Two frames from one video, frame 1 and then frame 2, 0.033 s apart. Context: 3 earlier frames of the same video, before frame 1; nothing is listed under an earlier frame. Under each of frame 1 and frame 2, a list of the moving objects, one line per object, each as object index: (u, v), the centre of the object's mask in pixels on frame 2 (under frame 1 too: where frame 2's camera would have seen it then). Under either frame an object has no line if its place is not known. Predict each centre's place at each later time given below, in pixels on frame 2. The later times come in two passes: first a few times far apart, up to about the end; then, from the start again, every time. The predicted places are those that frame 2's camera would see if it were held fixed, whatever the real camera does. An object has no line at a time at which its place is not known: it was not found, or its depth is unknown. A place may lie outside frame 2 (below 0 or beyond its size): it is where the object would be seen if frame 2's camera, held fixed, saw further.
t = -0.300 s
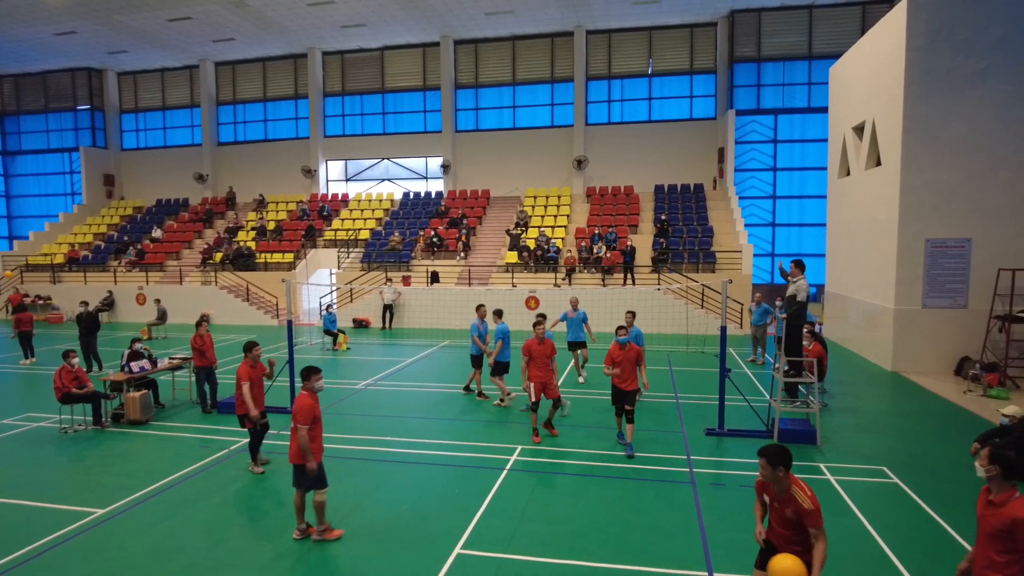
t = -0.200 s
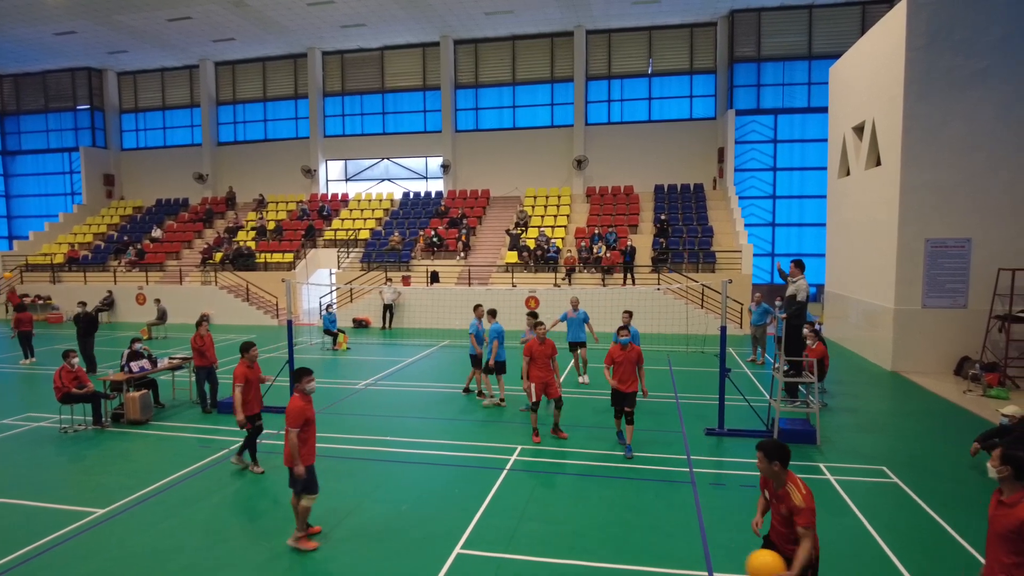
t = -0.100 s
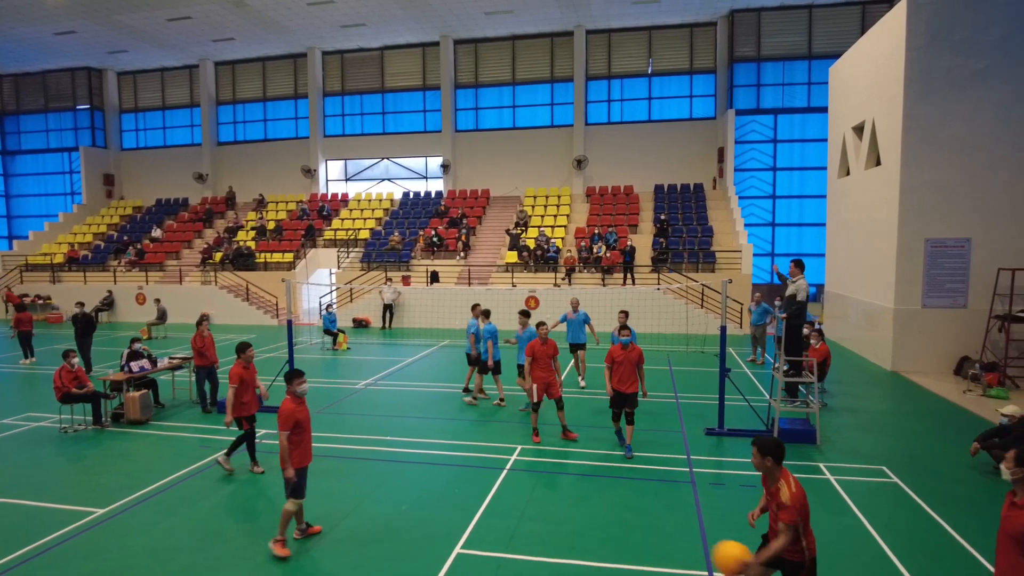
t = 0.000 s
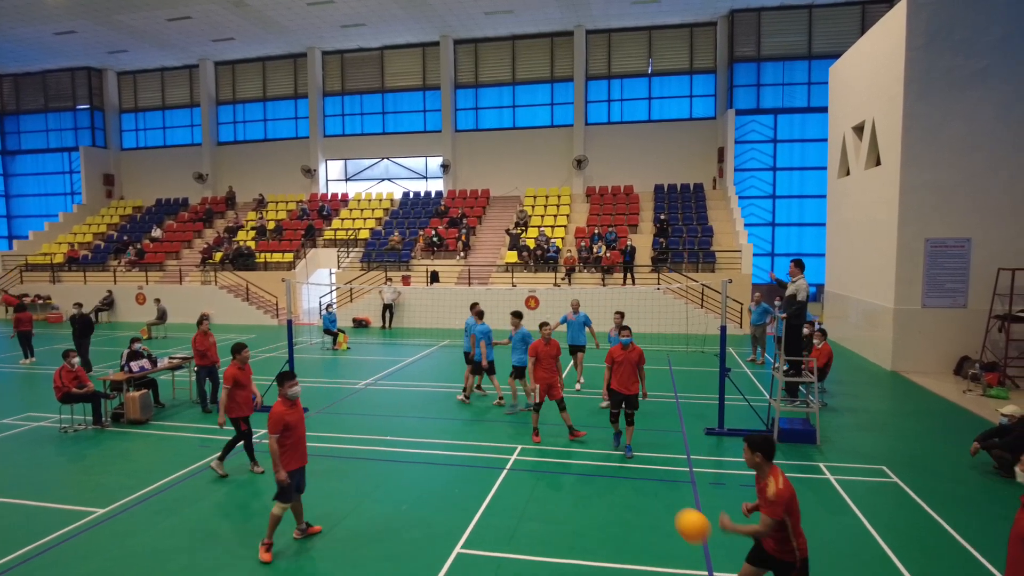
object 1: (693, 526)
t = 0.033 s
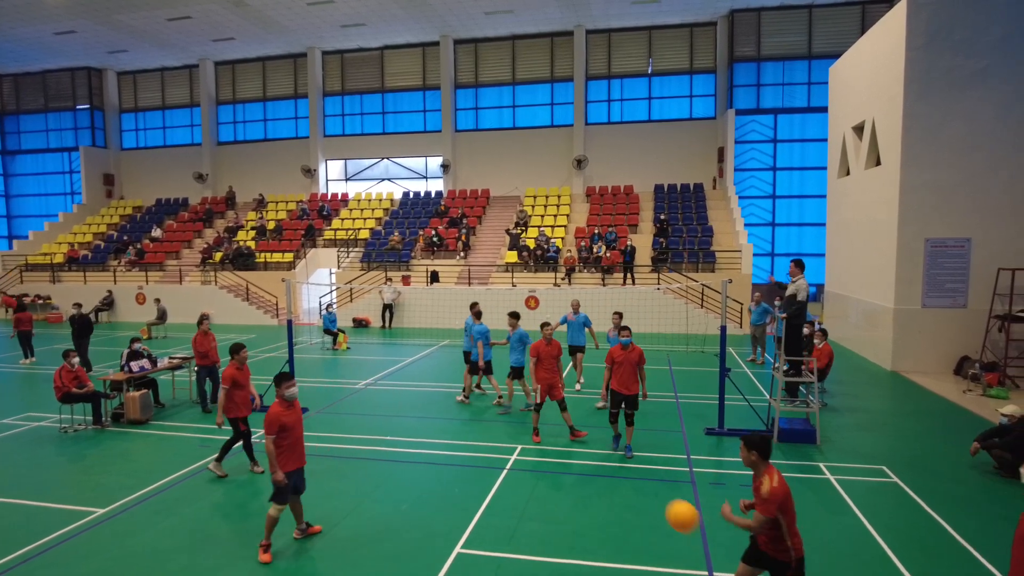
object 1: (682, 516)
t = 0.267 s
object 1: (630, 494)
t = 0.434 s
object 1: (610, 469)
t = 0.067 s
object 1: (673, 508)
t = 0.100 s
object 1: (664, 502)
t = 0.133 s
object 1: (656, 498)
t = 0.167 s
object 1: (649, 496)
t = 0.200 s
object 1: (642, 493)
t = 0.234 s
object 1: (636, 493)
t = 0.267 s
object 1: (630, 494)
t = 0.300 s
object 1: (625, 495)
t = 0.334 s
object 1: (619, 498)
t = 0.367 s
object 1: (615, 495)
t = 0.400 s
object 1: (612, 481)
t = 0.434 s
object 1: (610, 469)
